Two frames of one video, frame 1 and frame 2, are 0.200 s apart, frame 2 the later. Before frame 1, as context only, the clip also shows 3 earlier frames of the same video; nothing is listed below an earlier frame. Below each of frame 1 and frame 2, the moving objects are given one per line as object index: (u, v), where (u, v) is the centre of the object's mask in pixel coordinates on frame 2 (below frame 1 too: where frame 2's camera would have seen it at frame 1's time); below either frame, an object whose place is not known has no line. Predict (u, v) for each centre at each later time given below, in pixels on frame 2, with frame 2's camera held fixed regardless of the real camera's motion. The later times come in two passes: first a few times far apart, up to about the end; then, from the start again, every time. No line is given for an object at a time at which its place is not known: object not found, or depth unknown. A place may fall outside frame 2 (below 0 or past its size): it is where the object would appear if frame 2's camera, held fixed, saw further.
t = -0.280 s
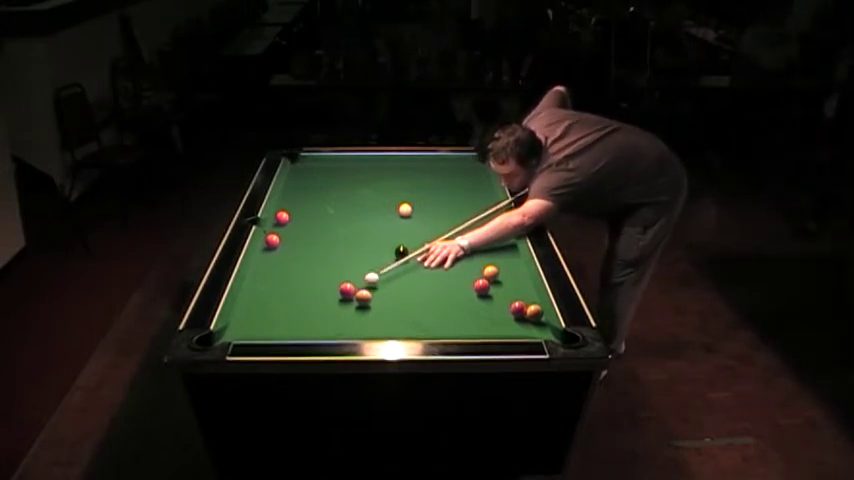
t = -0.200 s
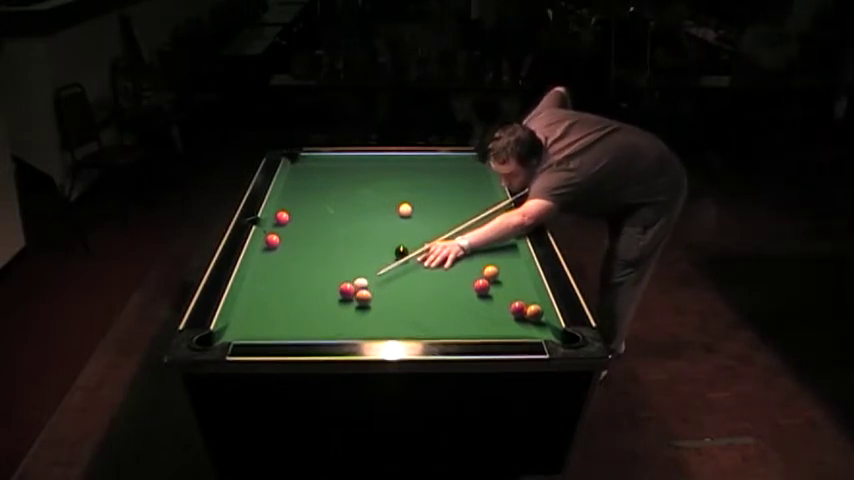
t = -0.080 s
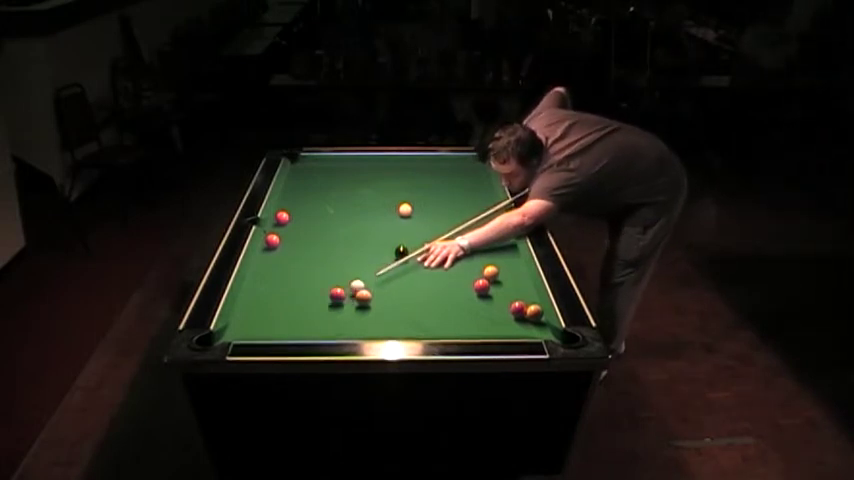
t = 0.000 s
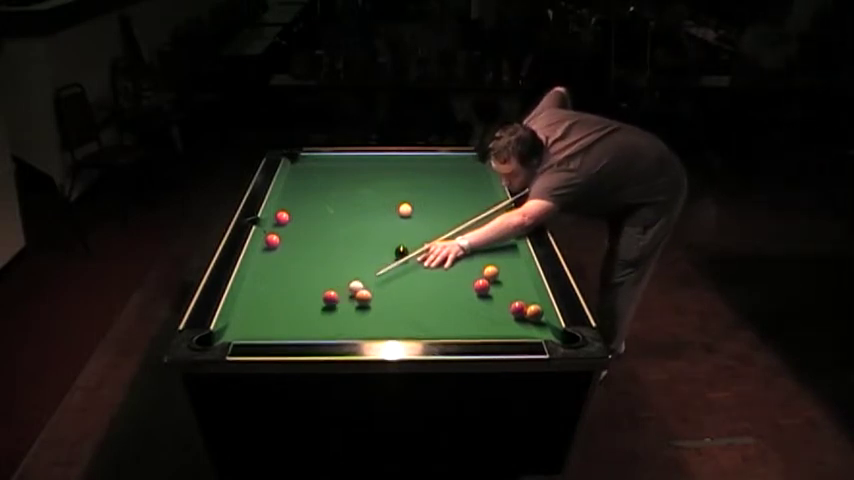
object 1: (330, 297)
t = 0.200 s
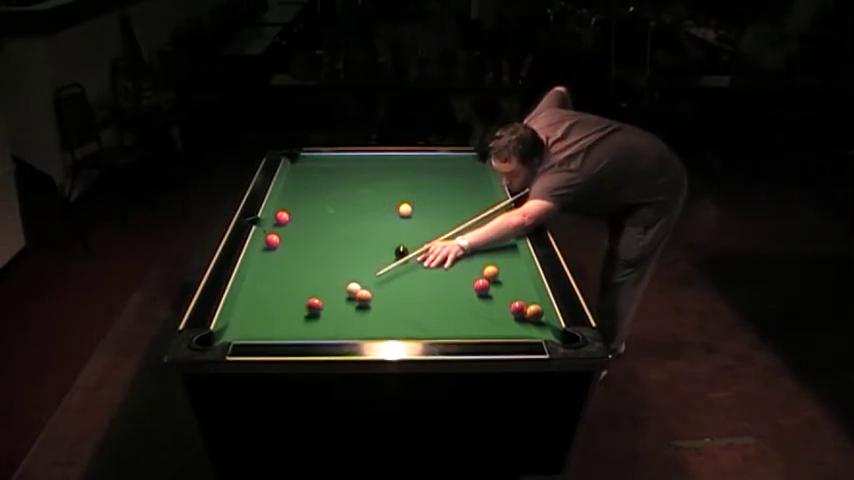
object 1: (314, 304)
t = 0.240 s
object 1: (311, 306)
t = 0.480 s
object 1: (292, 314)
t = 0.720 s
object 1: (274, 323)
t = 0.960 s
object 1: (257, 330)
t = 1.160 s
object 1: (247, 330)
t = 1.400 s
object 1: (236, 329)
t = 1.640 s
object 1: (234, 329)
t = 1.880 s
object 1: (238, 330)
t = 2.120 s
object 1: (241, 330)
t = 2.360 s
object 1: (243, 330)
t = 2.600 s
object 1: (245, 331)
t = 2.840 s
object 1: (245, 331)
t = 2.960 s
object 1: (245, 330)
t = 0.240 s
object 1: (311, 306)
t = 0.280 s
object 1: (308, 307)
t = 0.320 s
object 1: (305, 308)
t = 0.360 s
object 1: (302, 310)
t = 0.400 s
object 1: (298, 312)
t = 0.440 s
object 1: (295, 313)
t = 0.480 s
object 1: (292, 314)
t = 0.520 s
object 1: (289, 316)
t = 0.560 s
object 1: (286, 318)
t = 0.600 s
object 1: (283, 319)
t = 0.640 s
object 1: (280, 320)
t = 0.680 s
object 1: (277, 322)
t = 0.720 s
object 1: (274, 323)
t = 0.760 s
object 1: (271, 325)
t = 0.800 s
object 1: (268, 326)
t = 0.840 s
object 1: (266, 327)
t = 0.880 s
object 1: (263, 327)
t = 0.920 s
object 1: (260, 329)
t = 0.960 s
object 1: (257, 330)
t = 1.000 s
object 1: (254, 331)
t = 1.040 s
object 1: (252, 331)
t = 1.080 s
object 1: (251, 330)
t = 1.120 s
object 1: (249, 330)
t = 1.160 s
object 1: (247, 330)
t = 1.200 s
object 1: (245, 330)
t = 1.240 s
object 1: (243, 330)
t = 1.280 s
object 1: (241, 329)
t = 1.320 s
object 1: (240, 329)
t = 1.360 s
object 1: (238, 329)
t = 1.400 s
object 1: (236, 329)
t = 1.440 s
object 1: (234, 330)
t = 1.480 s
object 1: (233, 328)
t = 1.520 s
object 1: (232, 328)
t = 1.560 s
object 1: (232, 328)
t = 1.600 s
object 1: (233, 329)
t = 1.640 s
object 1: (234, 329)
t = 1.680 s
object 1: (235, 330)
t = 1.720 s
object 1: (236, 330)
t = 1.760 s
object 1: (236, 330)
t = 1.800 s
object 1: (237, 330)
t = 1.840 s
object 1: (238, 330)
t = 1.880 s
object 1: (238, 330)
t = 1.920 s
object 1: (239, 330)
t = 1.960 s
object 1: (239, 330)
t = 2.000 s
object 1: (239, 330)
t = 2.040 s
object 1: (240, 330)
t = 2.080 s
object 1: (240, 330)
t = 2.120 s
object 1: (241, 330)
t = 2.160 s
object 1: (241, 330)
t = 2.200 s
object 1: (241, 330)
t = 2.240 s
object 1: (241, 330)
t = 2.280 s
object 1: (243, 330)
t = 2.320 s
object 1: (241, 330)
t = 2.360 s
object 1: (243, 330)
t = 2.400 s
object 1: (244, 330)
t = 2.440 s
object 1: (244, 330)
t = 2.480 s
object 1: (244, 330)
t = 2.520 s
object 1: (244, 330)
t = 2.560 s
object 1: (244, 330)
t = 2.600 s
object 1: (245, 331)
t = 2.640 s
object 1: (244, 331)
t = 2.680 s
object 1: (245, 331)
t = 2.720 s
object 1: (245, 330)
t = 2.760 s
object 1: (245, 331)
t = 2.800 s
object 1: (245, 330)
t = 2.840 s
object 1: (245, 331)
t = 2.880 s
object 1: (245, 330)
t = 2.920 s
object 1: (245, 330)
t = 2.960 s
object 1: (245, 330)
